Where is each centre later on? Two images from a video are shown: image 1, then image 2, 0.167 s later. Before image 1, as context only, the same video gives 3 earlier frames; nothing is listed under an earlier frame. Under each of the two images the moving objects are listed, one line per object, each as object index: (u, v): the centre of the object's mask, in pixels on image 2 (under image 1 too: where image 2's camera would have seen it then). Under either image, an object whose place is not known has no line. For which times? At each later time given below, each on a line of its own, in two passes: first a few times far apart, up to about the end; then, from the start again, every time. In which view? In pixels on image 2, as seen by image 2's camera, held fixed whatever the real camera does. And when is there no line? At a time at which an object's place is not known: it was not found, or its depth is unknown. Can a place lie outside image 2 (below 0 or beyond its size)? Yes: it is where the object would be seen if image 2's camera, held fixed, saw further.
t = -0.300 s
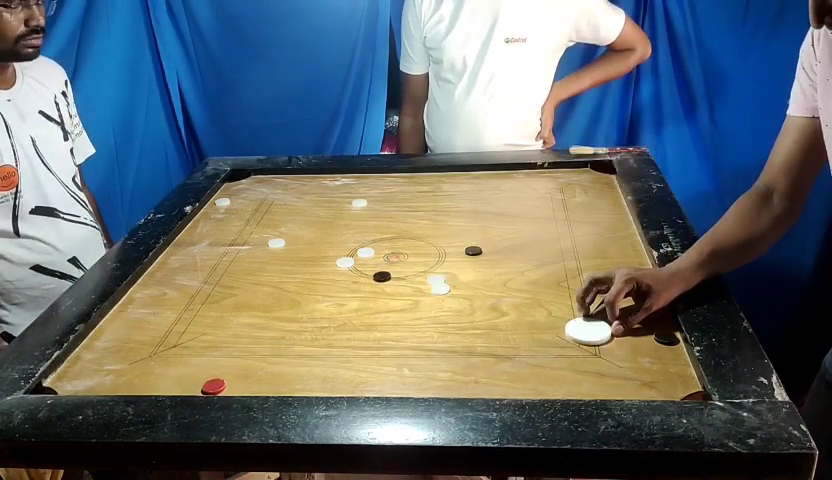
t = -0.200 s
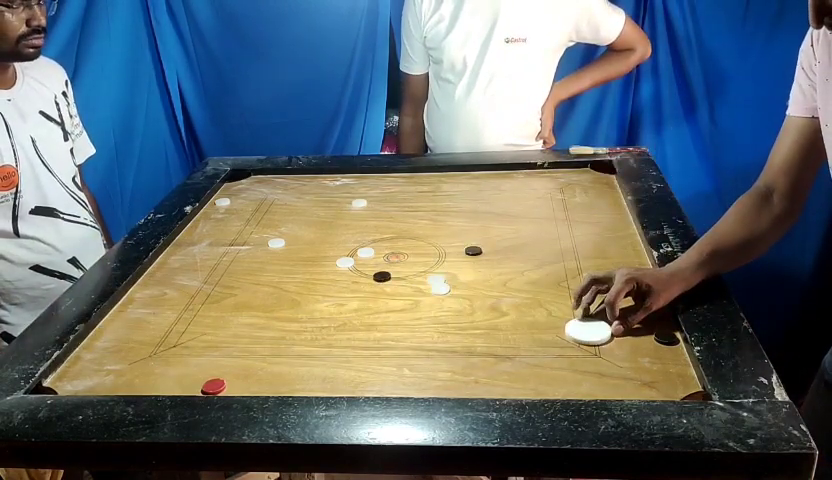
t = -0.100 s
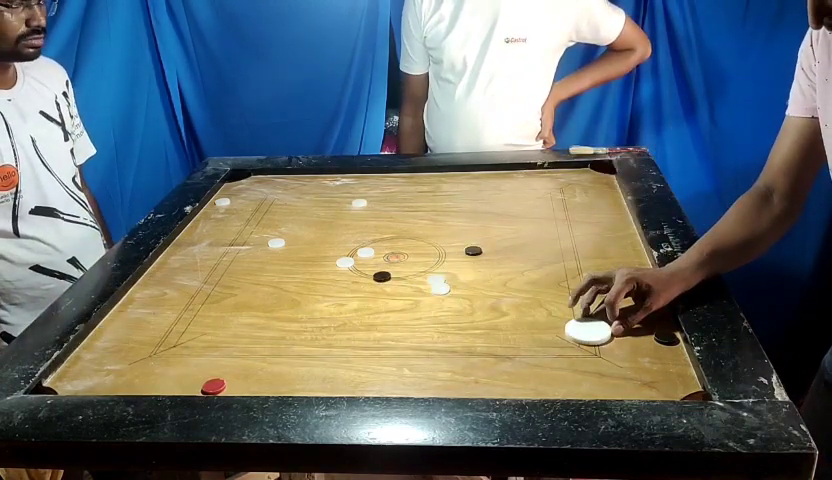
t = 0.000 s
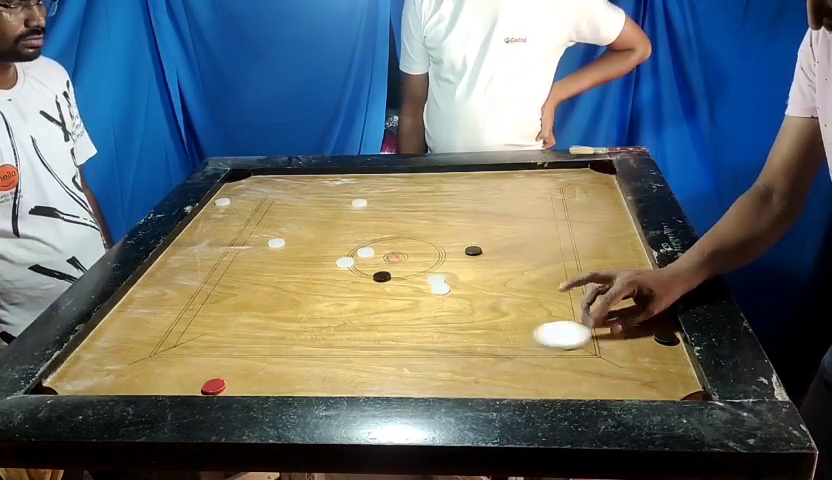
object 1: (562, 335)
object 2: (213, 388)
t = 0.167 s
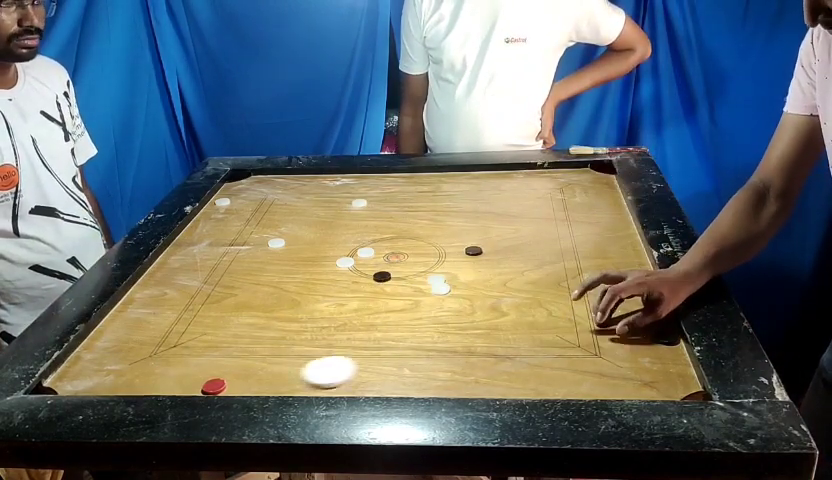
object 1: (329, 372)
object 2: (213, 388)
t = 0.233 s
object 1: (242, 383)
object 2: (191, 390)
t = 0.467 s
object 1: (102, 364)
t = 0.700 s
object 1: (150, 350)
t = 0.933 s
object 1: (181, 345)
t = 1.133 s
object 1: (181, 345)
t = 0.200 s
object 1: (282, 378)
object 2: (213, 388)
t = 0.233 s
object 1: (242, 383)
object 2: (191, 390)
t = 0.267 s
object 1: (213, 385)
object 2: (125, 390)
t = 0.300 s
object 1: (189, 382)
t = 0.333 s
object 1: (168, 379)
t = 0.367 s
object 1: (148, 375)
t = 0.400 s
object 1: (132, 371)
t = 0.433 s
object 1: (116, 368)
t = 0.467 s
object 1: (102, 364)
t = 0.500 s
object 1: (89, 361)
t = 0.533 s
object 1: (95, 359)
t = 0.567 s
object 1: (108, 357)
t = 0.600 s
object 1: (120, 355)
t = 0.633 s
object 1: (130, 353)
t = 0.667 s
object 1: (141, 352)
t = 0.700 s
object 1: (150, 350)
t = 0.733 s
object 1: (158, 349)
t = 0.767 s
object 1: (164, 348)
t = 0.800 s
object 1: (170, 347)
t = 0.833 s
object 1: (174, 346)
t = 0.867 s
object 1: (177, 345)
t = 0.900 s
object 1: (180, 345)
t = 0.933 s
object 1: (181, 345)
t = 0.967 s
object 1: (181, 345)
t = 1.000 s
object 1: (181, 345)
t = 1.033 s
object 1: (180, 345)
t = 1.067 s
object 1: (180, 345)
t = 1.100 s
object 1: (181, 345)
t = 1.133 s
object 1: (181, 345)
